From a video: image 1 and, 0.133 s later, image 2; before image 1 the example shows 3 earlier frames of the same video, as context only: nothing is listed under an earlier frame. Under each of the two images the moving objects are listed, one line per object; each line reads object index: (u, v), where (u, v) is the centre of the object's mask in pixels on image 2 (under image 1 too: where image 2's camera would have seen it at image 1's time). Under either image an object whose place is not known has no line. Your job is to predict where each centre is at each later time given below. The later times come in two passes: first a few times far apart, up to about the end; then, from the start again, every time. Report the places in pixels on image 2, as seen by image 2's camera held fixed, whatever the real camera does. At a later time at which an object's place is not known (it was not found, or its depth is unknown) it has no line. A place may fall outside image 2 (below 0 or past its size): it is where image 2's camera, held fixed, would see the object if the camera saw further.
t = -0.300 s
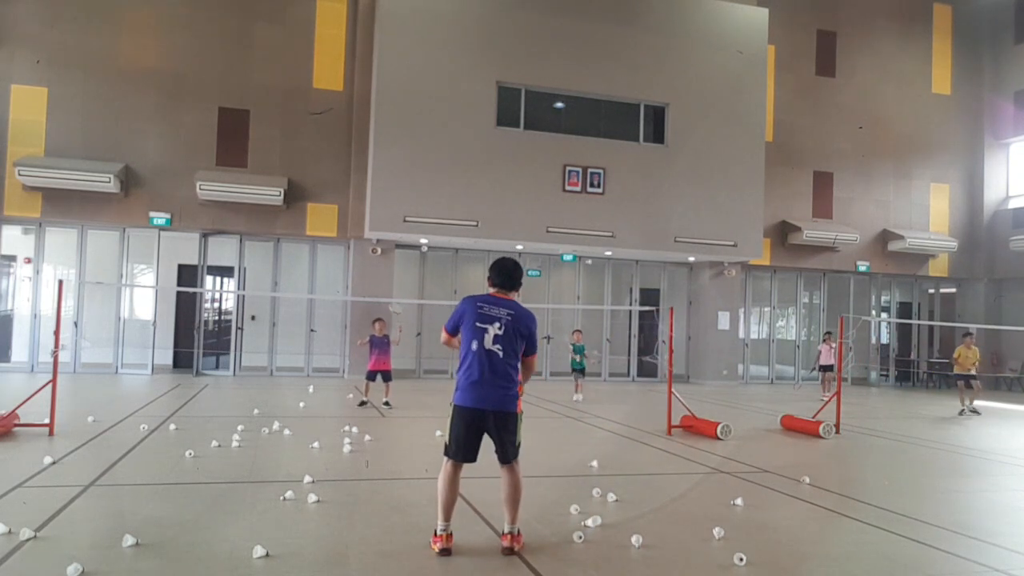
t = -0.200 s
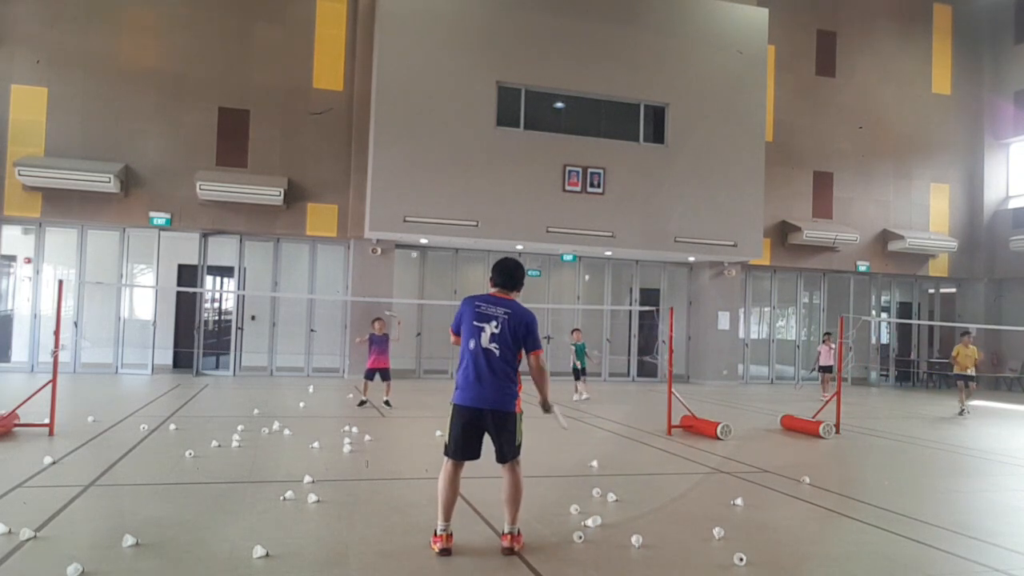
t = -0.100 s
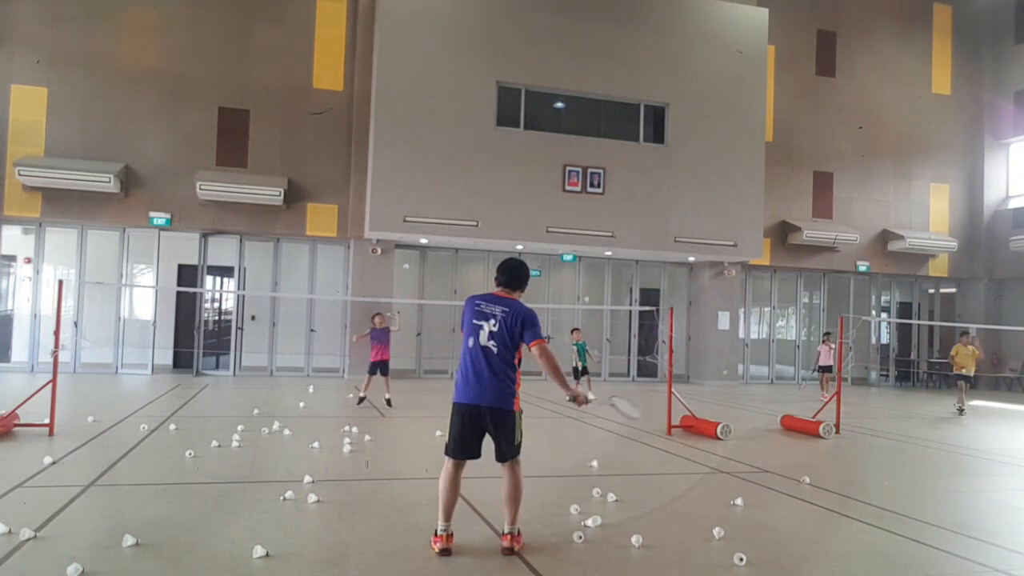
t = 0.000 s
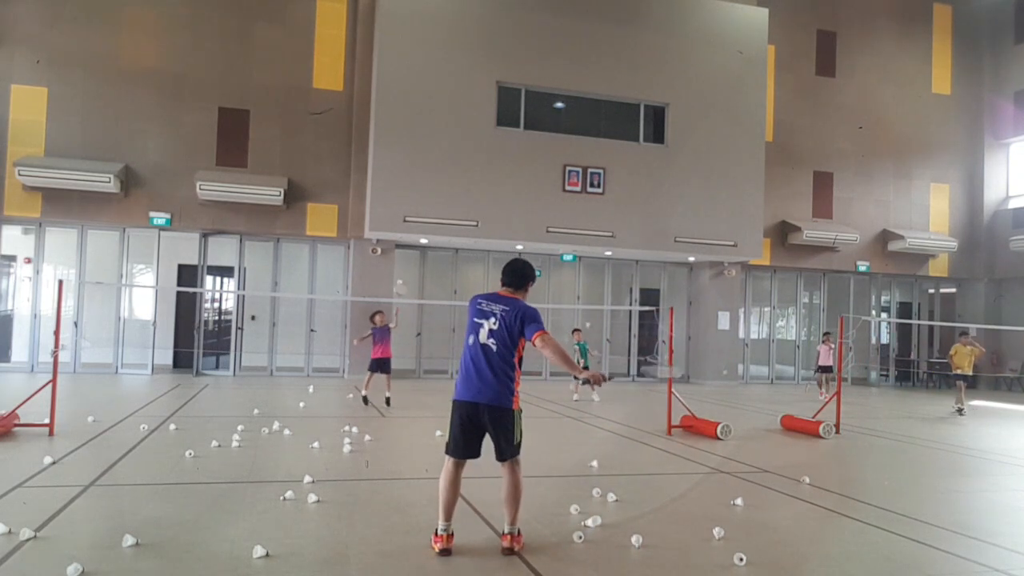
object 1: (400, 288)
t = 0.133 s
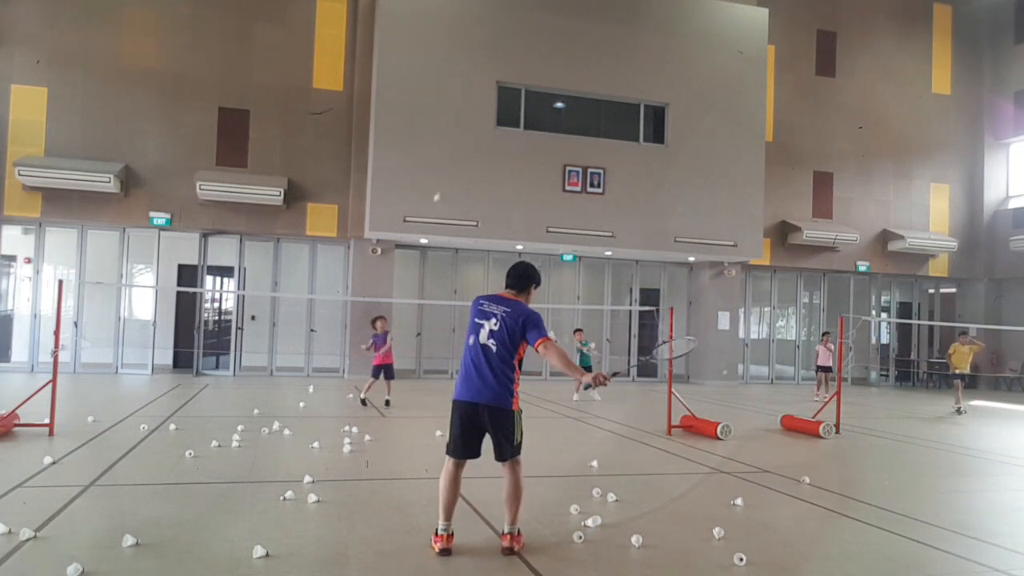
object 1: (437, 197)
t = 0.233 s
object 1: (462, 146)
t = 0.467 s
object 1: (514, 68)
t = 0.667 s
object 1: (555, 46)
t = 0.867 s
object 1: (595, 72)
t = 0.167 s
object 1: (446, 179)
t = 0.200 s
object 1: (454, 162)
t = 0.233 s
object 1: (462, 146)
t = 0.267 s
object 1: (470, 132)
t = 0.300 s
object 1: (478, 119)
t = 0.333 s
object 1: (486, 107)
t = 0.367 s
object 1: (493, 95)
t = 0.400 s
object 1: (501, 85)
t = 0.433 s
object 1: (507, 77)
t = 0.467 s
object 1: (514, 68)
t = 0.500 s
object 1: (521, 62)
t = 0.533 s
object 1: (529, 57)
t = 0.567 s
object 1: (535, 52)
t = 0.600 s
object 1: (542, 49)
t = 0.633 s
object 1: (548, 47)
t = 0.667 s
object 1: (555, 46)
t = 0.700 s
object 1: (562, 47)
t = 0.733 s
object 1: (569, 49)
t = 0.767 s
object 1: (575, 52)
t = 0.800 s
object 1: (582, 57)
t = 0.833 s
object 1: (588, 64)
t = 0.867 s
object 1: (595, 72)
